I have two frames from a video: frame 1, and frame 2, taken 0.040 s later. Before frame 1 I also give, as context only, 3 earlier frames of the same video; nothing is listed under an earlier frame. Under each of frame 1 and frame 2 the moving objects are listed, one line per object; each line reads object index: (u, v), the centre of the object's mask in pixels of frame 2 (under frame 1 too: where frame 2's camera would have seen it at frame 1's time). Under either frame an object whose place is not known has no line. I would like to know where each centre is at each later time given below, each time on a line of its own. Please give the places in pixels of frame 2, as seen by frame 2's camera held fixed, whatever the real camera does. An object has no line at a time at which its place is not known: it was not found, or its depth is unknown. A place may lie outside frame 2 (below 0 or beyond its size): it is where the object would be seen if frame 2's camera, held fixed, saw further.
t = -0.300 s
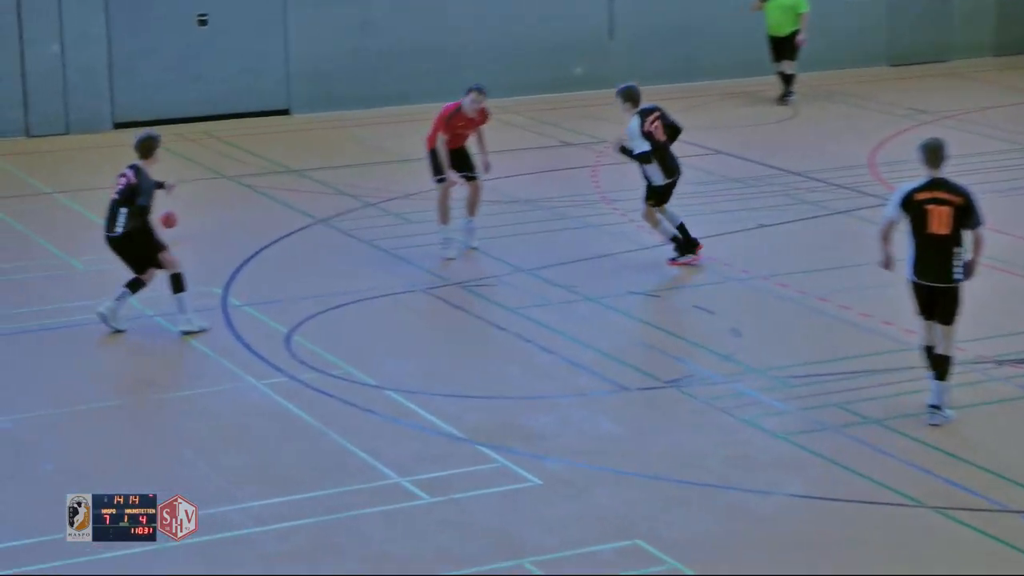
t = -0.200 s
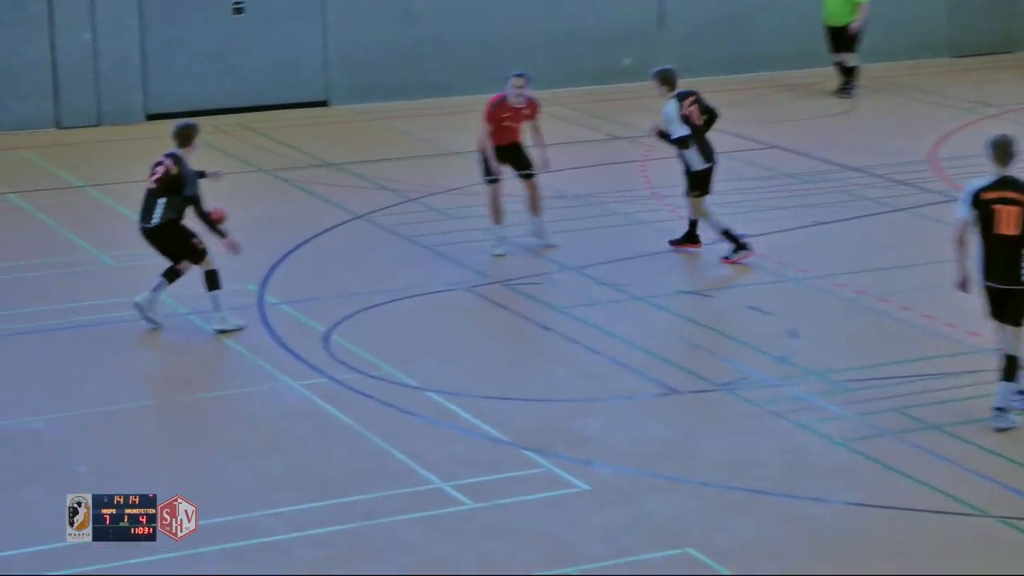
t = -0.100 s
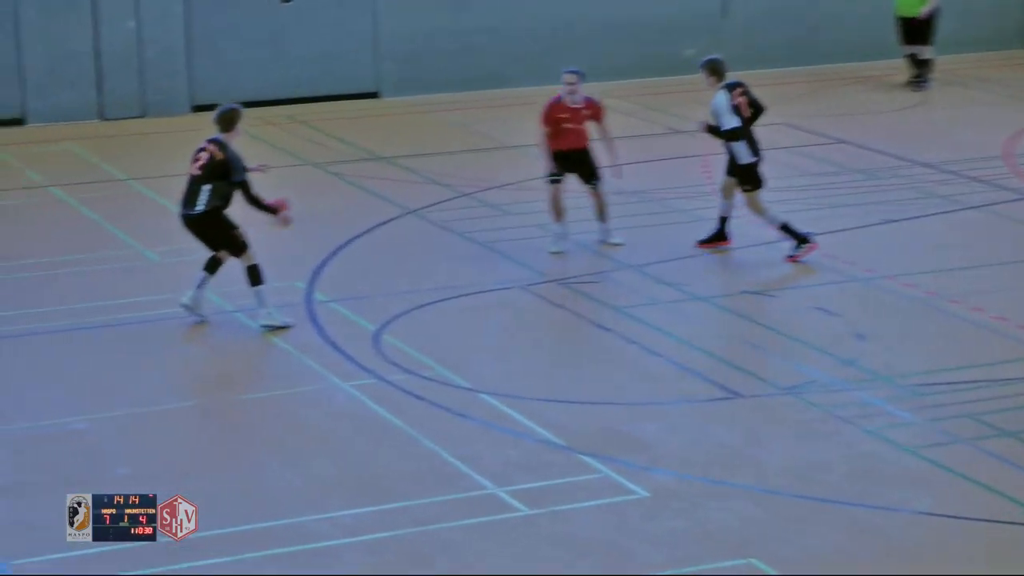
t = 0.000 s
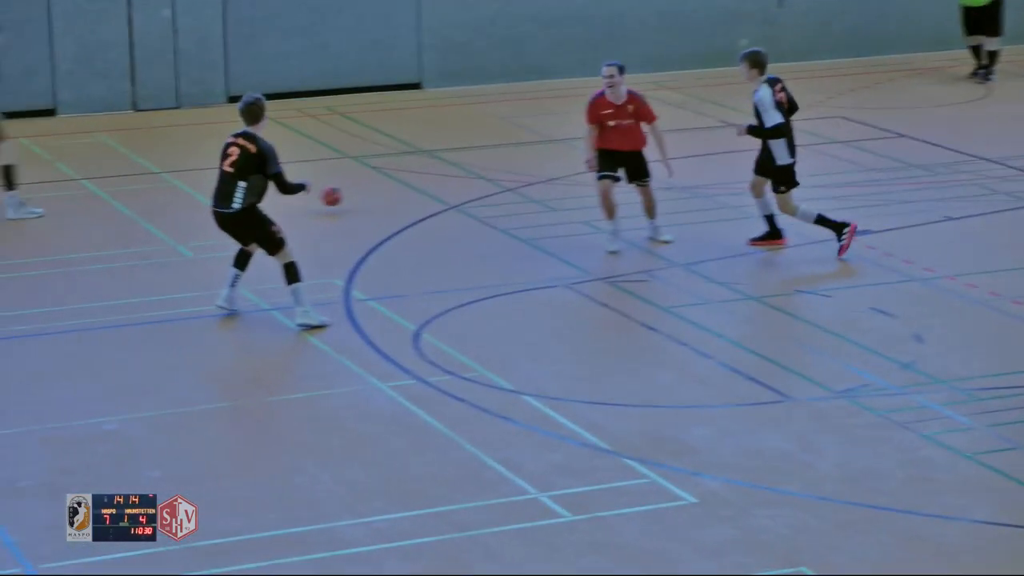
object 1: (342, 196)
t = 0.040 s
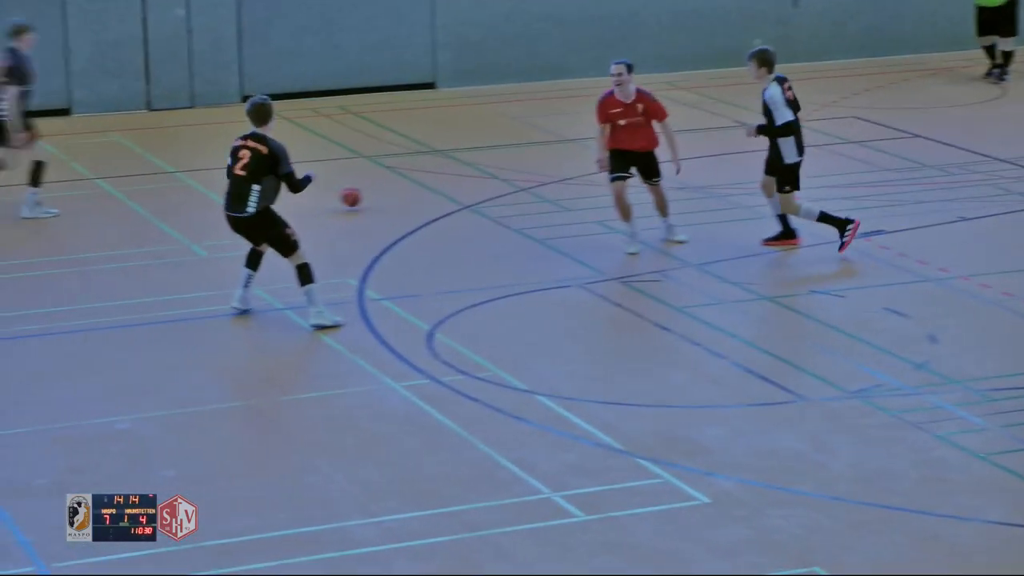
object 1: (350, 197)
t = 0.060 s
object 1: (354, 200)
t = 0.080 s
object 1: (358, 200)
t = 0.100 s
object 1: (363, 198)
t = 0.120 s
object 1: (366, 196)
